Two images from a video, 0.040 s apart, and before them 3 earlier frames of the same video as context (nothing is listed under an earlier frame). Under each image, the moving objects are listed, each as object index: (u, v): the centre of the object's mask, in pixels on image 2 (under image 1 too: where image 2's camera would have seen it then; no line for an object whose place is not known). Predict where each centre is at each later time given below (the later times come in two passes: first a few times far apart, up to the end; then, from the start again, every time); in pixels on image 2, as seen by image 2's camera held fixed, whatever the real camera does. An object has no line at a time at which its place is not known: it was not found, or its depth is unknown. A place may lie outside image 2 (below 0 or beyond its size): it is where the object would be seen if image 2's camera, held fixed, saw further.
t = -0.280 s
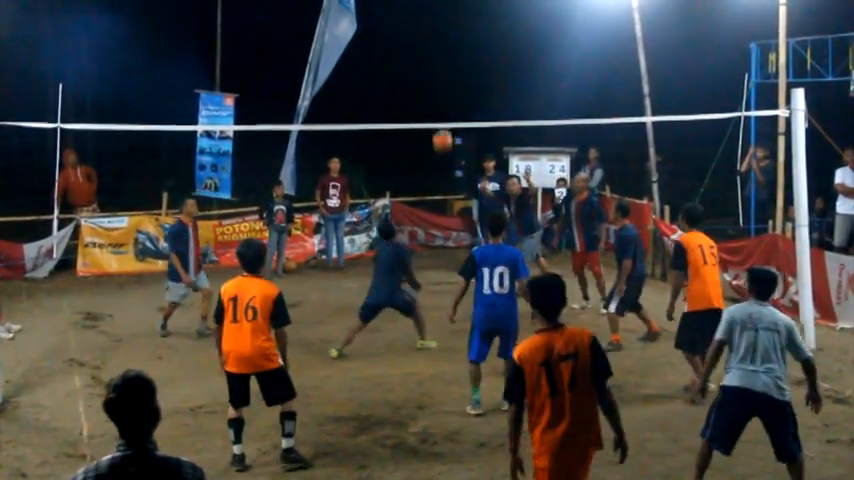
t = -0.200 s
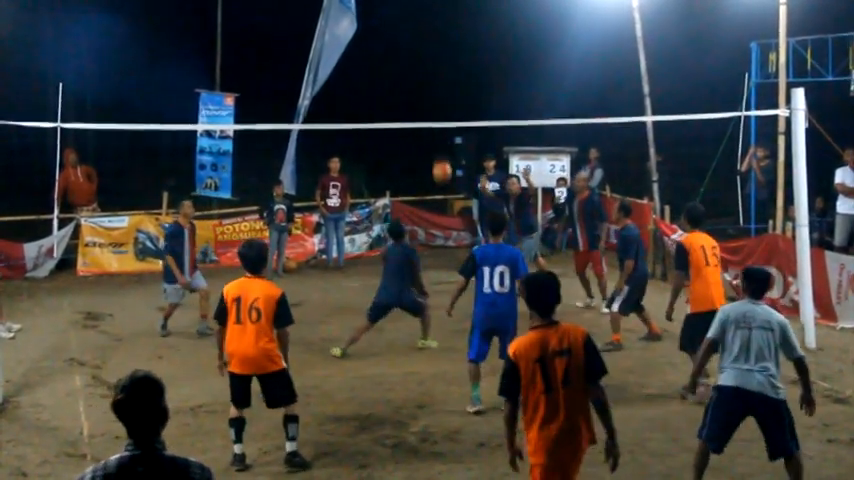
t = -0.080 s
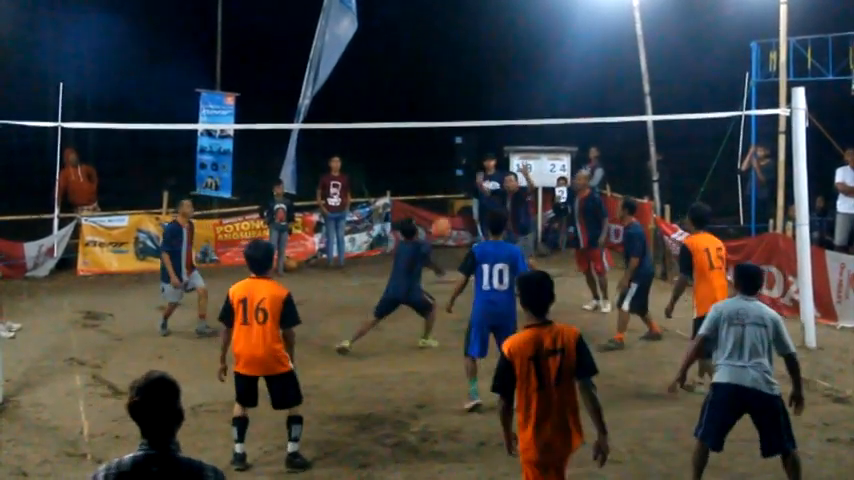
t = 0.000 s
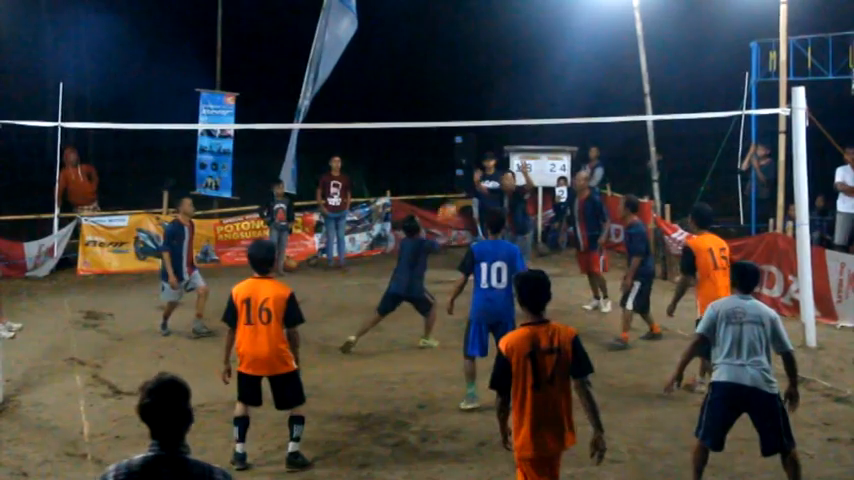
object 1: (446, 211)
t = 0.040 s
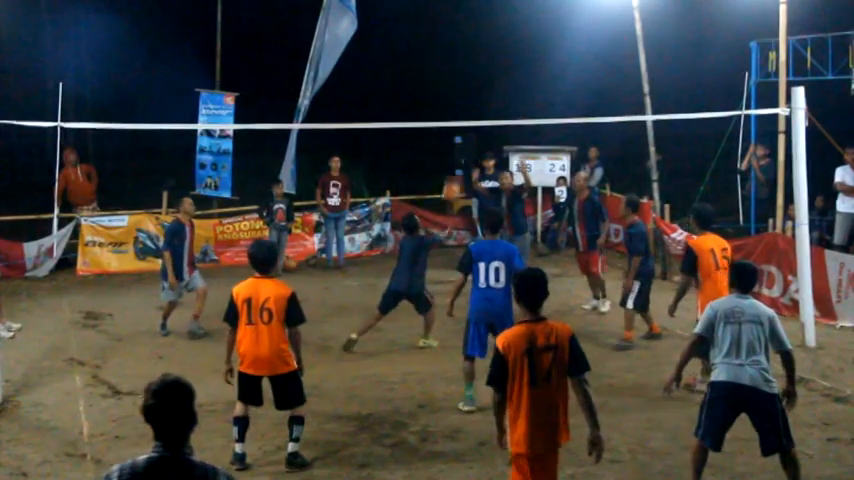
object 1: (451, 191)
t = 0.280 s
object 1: (483, 80)
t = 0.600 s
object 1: (524, 20)
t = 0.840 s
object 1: (555, 39)
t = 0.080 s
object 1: (457, 168)
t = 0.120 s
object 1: (462, 148)
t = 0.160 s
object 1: (468, 128)
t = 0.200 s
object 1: (473, 110)
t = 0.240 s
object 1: (479, 93)
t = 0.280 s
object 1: (483, 80)
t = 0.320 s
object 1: (488, 67)
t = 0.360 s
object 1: (493, 56)
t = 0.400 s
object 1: (498, 46)
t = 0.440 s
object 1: (504, 38)
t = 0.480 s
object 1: (508, 32)
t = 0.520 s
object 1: (514, 26)
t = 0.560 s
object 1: (519, 22)
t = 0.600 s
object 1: (524, 20)
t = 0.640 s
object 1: (530, 19)
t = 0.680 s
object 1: (534, 20)
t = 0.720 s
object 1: (540, 23)
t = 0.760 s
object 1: (545, 27)
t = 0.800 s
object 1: (550, 32)
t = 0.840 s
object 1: (555, 39)
